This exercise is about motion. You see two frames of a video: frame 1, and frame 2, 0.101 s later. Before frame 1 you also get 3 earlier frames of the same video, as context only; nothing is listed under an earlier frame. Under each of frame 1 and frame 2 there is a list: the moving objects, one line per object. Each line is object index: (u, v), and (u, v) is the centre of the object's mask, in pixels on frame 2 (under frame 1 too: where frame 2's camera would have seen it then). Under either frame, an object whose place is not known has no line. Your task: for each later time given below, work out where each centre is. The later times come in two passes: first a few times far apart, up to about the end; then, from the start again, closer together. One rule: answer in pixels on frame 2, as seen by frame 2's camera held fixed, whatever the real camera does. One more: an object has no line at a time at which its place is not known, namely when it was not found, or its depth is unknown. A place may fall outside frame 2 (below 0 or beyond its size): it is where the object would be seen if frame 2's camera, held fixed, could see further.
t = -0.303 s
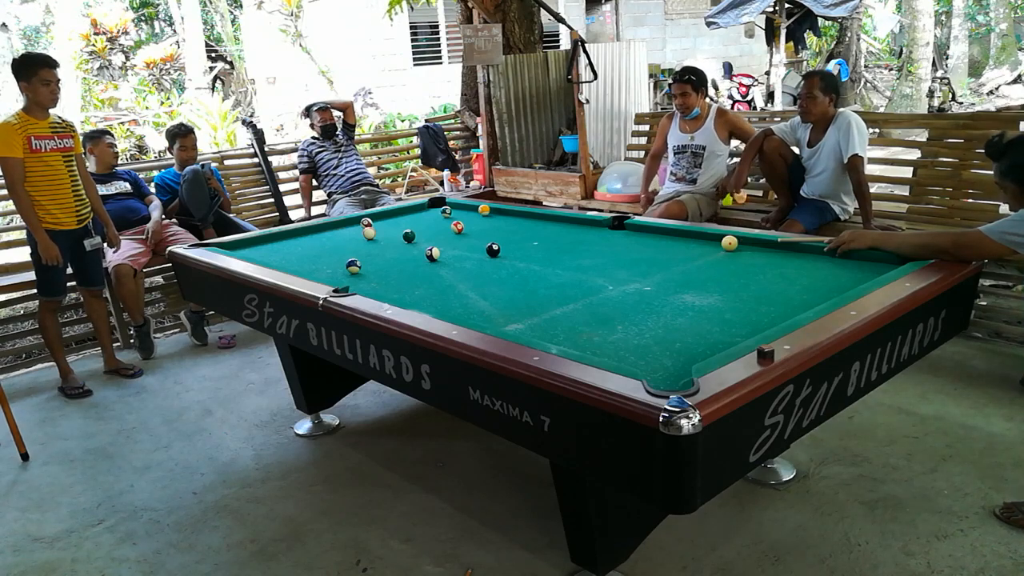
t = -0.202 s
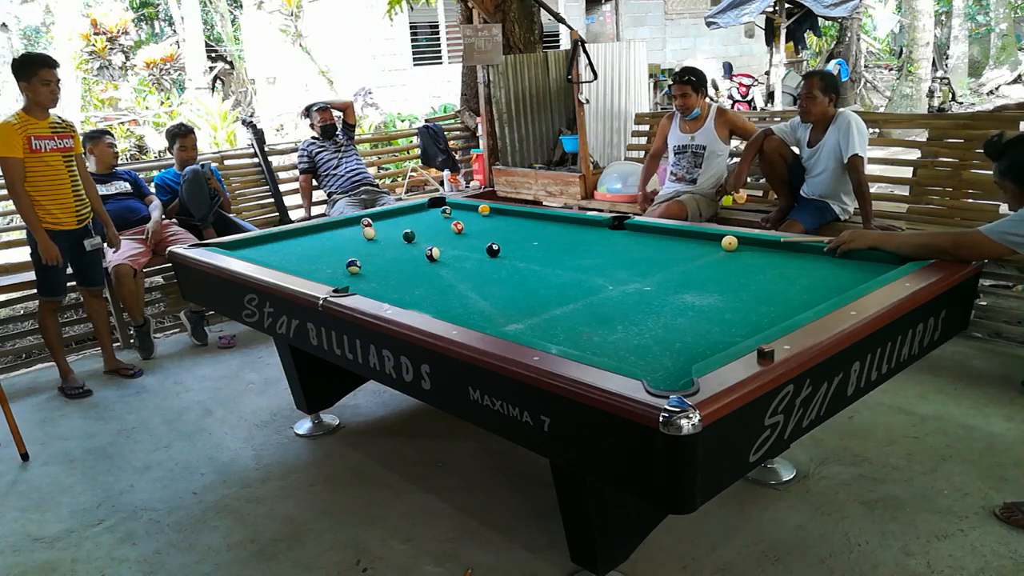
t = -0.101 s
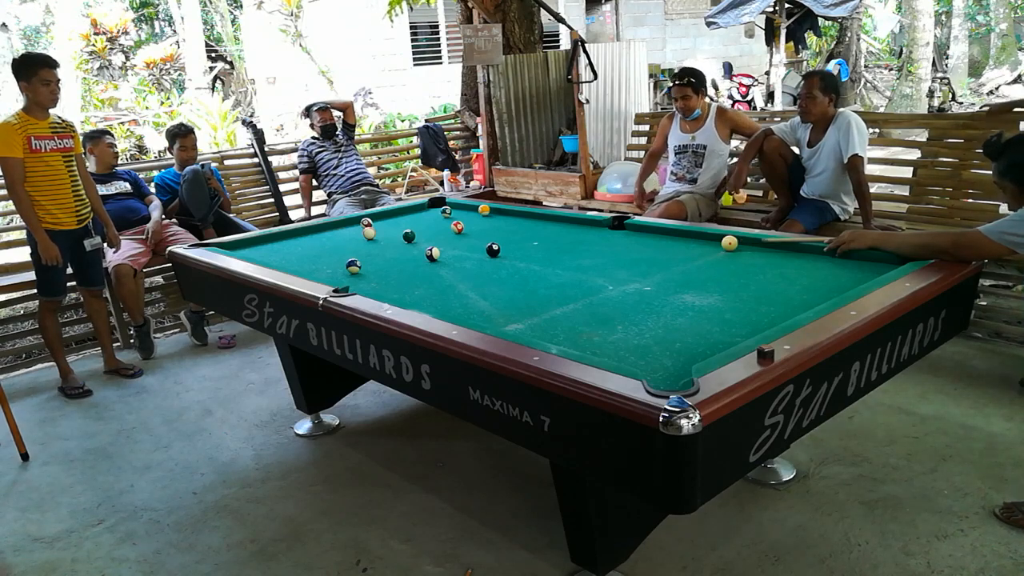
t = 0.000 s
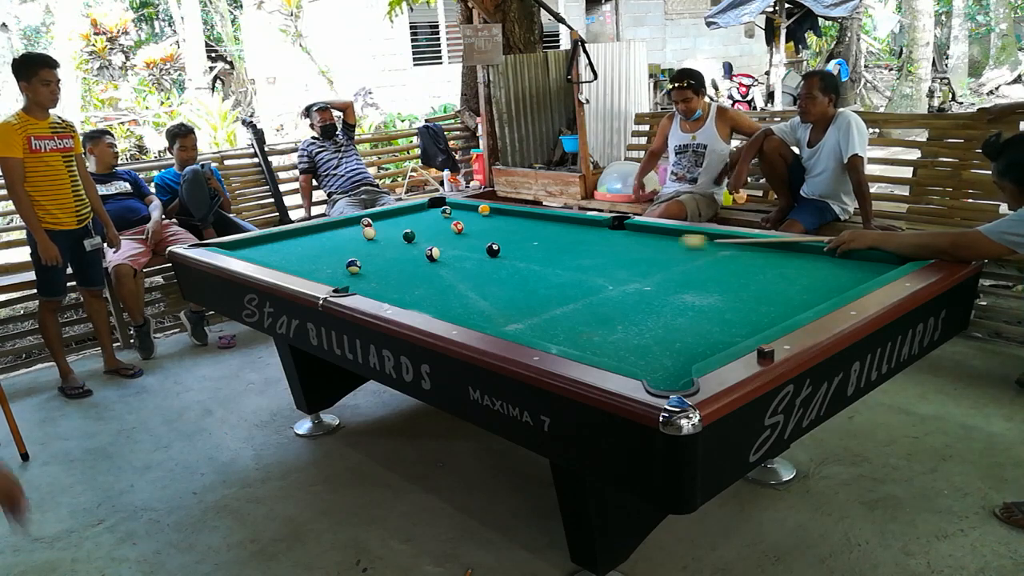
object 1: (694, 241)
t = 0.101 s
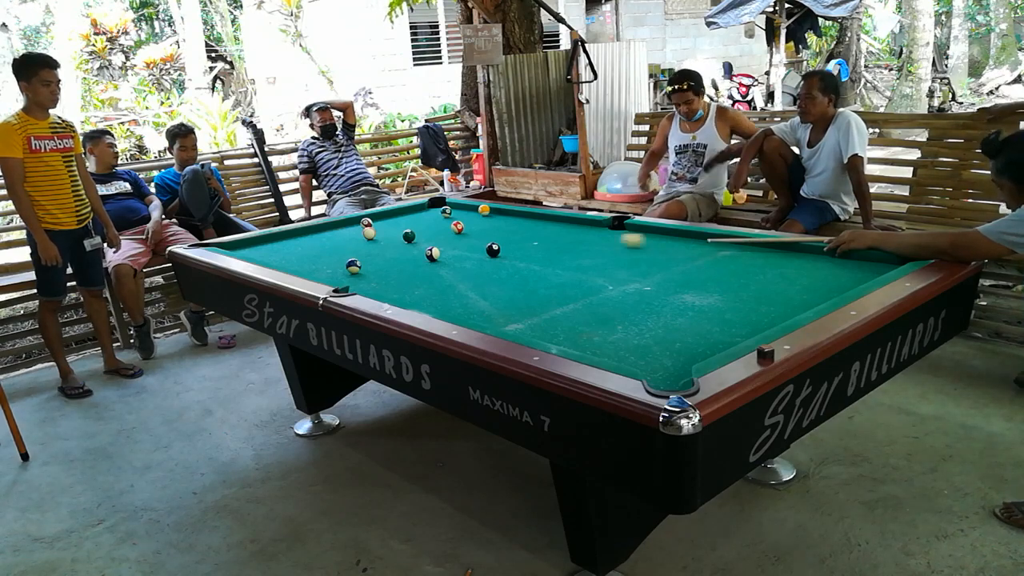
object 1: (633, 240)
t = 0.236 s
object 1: (559, 238)
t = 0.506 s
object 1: (431, 235)
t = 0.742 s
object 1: (408, 226)
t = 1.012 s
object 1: (384, 218)
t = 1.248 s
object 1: (387, 216)
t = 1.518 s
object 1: (410, 218)
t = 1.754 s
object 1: (430, 219)
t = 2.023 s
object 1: (453, 219)
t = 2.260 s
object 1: (473, 222)
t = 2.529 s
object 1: (496, 224)
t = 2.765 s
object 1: (515, 225)
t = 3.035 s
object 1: (537, 227)
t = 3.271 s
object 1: (555, 228)
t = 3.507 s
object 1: (573, 229)
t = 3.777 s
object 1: (592, 231)
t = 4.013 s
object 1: (608, 232)
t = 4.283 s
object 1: (625, 233)
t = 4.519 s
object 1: (639, 234)
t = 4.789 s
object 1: (653, 235)
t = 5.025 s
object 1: (664, 236)
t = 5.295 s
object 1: (675, 237)
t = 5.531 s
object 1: (685, 238)
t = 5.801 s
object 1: (689, 238)
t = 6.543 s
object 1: (704, 240)
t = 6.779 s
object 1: (705, 240)
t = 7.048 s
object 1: (705, 240)
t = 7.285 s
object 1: (705, 240)
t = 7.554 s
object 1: (705, 240)
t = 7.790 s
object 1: (705, 240)
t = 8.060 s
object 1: (705, 240)
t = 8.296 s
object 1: (705, 240)
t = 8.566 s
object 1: (705, 240)
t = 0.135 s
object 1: (614, 240)
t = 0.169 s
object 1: (595, 239)
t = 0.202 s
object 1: (576, 238)
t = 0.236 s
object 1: (559, 238)
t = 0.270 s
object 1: (542, 237)
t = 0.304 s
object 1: (525, 237)
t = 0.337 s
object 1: (508, 237)
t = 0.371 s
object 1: (492, 236)
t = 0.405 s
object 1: (476, 236)
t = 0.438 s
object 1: (461, 236)
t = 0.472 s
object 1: (445, 235)
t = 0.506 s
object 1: (431, 235)
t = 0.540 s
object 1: (422, 234)
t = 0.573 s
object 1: (421, 232)
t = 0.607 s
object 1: (420, 231)
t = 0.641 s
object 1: (418, 230)
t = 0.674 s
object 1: (415, 228)
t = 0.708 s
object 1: (411, 227)
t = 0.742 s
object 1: (408, 226)
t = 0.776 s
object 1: (405, 225)
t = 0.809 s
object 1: (402, 224)
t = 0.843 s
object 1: (399, 223)
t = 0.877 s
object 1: (396, 222)
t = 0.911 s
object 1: (393, 221)
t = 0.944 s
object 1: (390, 220)
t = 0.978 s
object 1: (387, 219)
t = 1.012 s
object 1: (384, 218)
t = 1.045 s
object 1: (381, 217)
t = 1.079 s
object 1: (378, 216)
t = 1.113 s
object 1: (376, 215)
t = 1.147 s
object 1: (378, 215)
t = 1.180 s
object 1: (381, 215)
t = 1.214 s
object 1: (384, 216)
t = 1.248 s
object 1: (387, 216)
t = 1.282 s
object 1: (390, 216)
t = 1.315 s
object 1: (392, 216)
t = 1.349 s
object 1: (395, 216)
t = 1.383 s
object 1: (398, 217)
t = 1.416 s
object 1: (401, 217)
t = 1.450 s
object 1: (404, 217)
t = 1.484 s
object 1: (407, 217)
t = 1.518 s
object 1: (410, 218)
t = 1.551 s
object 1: (413, 218)
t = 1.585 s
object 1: (416, 218)
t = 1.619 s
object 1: (419, 218)
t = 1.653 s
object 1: (421, 218)
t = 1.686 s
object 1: (424, 219)
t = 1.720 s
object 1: (427, 219)
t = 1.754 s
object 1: (430, 219)
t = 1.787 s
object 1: (433, 219)
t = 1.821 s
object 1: (435, 219)
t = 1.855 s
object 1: (439, 220)
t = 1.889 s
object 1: (442, 220)
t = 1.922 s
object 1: (445, 220)
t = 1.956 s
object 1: (447, 220)
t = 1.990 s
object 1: (449, 220)
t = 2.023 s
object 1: (453, 219)
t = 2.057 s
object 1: (455, 218)
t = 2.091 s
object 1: (460, 219)
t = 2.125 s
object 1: (463, 220)
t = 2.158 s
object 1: (465, 221)
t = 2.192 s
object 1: (467, 221)
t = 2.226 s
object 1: (471, 222)
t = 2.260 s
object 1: (473, 222)
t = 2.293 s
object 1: (476, 223)
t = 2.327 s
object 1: (479, 223)
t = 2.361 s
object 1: (482, 223)
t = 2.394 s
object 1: (484, 223)
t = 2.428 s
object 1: (487, 223)
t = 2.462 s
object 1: (490, 224)
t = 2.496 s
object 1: (493, 224)
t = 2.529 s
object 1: (496, 224)
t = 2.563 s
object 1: (499, 224)
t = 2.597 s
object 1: (501, 224)
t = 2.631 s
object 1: (504, 225)
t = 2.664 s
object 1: (507, 225)
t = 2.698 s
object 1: (510, 225)
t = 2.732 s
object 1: (512, 225)
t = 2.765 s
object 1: (515, 225)
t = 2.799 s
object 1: (518, 226)
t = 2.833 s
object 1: (521, 226)
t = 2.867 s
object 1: (523, 226)
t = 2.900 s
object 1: (526, 226)
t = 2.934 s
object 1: (529, 226)
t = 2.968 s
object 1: (531, 226)
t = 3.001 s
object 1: (534, 227)
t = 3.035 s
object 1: (537, 227)
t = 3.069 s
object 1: (539, 227)
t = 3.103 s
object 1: (542, 227)
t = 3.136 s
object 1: (545, 227)
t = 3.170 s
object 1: (547, 228)
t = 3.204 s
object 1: (550, 228)
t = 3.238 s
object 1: (552, 228)
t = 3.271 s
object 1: (555, 228)
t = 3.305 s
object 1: (557, 228)
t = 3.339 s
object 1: (560, 229)
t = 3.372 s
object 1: (563, 229)
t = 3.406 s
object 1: (565, 229)
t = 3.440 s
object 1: (568, 229)
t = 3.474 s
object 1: (570, 229)
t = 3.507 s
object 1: (573, 229)
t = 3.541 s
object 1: (575, 230)
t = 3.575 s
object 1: (578, 230)
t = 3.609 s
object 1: (580, 230)
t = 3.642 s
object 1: (583, 230)
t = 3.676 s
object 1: (585, 230)
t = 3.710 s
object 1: (587, 230)
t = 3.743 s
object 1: (590, 231)
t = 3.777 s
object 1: (592, 231)
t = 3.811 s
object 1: (594, 231)
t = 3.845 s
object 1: (597, 231)
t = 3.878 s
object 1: (599, 231)
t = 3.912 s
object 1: (601, 231)
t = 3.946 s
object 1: (603, 232)
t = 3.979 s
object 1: (606, 232)
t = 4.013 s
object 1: (608, 232)
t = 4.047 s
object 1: (610, 232)
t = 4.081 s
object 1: (612, 232)
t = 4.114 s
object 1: (614, 233)
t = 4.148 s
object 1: (616, 233)
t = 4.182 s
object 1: (618, 233)
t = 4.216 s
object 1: (621, 233)
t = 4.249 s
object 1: (623, 233)
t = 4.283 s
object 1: (625, 233)
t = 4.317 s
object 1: (627, 234)
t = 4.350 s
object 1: (629, 234)
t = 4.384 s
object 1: (631, 234)
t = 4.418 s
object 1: (633, 234)
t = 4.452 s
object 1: (635, 234)
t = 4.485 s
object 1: (637, 234)
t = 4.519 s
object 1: (639, 234)
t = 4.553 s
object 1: (641, 234)
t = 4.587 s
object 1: (642, 235)
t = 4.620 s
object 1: (644, 235)
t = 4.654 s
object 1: (646, 235)
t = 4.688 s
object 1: (648, 235)
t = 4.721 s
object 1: (650, 235)
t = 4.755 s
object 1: (651, 235)
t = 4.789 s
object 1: (653, 235)
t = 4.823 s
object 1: (654, 236)
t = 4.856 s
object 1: (656, 236)
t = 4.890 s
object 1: (657, 236)
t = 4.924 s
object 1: (659, 236)
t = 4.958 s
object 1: (661, 236)
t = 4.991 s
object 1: (662, 236)
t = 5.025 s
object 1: (664, 236)
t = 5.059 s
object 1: (665, 237)
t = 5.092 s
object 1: (667, 237)
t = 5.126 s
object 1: (668, 237)
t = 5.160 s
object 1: (669, 237)
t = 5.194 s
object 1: (671, 237)
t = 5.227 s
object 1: (672, 237)
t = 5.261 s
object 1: (674, 237)
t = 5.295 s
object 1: (675, 237)
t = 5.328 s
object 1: (676, 237)
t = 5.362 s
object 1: (677, 237)
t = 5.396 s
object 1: (679, 238)
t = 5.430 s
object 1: (680, 238)
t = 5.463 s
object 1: (681, 238)
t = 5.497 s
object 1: (683, 238)
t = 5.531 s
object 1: (685, 238)
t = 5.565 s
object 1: (685, 238)
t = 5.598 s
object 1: (685, 238)
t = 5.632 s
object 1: (686, 238)
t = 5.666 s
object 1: (688, 238)
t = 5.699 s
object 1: (691, 239)
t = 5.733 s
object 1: (693, 239)
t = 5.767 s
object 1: (687, 237)
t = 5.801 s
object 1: (689, 238)
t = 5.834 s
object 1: (691, 238)
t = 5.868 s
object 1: (692, 239)
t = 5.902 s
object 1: (693, 239)
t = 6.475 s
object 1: (703, 239)
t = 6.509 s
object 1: (704, 240)
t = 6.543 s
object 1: (704, 240)
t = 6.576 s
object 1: (704, 240)
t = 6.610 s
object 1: (705, 240)
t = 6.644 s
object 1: (705, 240)
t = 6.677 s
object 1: (705, 240)
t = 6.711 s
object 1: (705, 240)
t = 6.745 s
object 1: (705, 240)
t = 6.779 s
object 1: (705, 240)
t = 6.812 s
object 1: (705, 240)
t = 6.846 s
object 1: (705, 240)
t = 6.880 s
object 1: (705, 240)
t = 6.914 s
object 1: (705, 240)
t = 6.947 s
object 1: (705, 240)
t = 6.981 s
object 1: (705, 240)
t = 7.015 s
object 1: (705, 240)
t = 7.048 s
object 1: (705, 240)
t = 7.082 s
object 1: (705, 240)
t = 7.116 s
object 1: (705, 240)
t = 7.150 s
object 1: (705, 240)
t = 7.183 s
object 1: (705, 240)
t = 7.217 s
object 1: (705, 240)
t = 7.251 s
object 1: (705, 240)
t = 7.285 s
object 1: (705, 240)
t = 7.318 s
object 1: (705, 240)
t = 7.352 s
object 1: (705, 240)
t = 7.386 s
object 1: (705, 240)
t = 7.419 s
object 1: (705, 240)
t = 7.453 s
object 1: (705, 240)
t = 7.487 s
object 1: (705, 240)
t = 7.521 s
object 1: (705, 240)
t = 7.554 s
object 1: (705, 240)
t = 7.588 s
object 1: (705, 240)
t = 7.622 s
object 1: (705, 240)
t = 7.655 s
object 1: (705, 240)
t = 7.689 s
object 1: (705, 240)
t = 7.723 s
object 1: (705, 240)
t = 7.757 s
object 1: (705, 240)
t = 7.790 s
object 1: (705, 240)
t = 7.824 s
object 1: (705, 240)
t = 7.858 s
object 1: (705, 240)
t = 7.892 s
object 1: (705, 240)
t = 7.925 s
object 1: (705, 240)
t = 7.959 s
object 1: (705, 240)
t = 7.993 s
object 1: (705, 240)
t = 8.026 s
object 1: (705, 240)
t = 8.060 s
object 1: (705, 240)
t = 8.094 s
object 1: (705, 240)
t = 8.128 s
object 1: (705, 240)
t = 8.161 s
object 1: (705, 240)
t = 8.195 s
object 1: (705, 240)
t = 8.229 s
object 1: (705, 240)
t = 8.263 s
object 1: (705, 240)
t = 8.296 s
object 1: (705, 240)
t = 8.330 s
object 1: (705, 240)
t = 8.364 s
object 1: (705, 240)
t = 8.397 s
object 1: (705, 240)
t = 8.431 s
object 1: (705, 240)
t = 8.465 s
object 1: (705, 240)
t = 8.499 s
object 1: (705, 240)
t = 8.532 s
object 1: (705, 240)
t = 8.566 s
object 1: (705, 240)
